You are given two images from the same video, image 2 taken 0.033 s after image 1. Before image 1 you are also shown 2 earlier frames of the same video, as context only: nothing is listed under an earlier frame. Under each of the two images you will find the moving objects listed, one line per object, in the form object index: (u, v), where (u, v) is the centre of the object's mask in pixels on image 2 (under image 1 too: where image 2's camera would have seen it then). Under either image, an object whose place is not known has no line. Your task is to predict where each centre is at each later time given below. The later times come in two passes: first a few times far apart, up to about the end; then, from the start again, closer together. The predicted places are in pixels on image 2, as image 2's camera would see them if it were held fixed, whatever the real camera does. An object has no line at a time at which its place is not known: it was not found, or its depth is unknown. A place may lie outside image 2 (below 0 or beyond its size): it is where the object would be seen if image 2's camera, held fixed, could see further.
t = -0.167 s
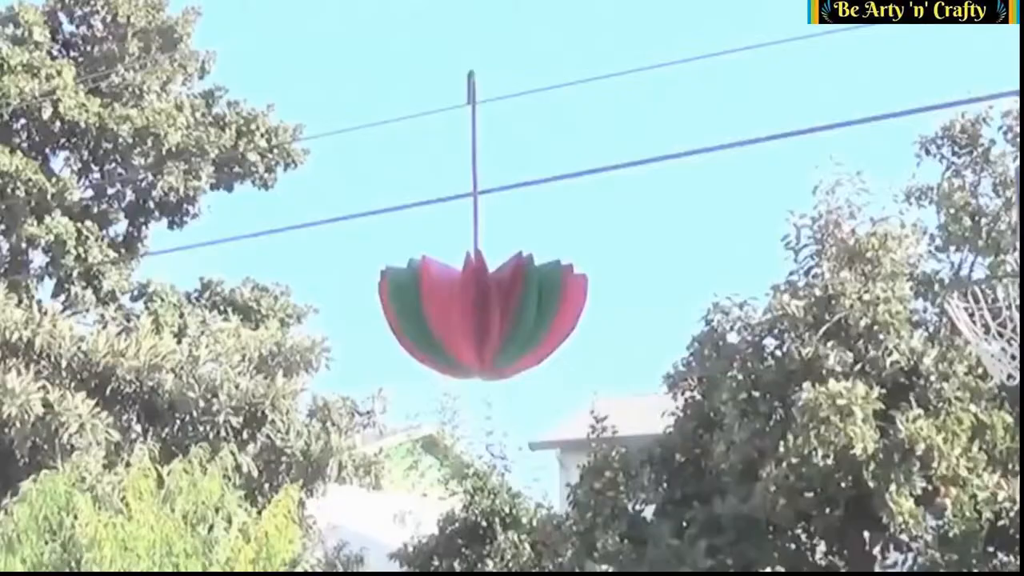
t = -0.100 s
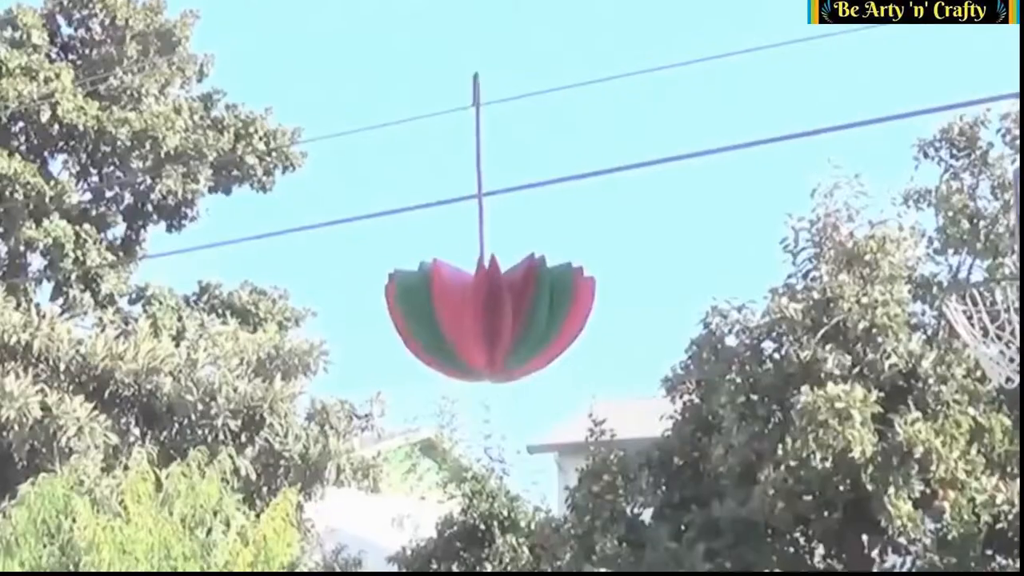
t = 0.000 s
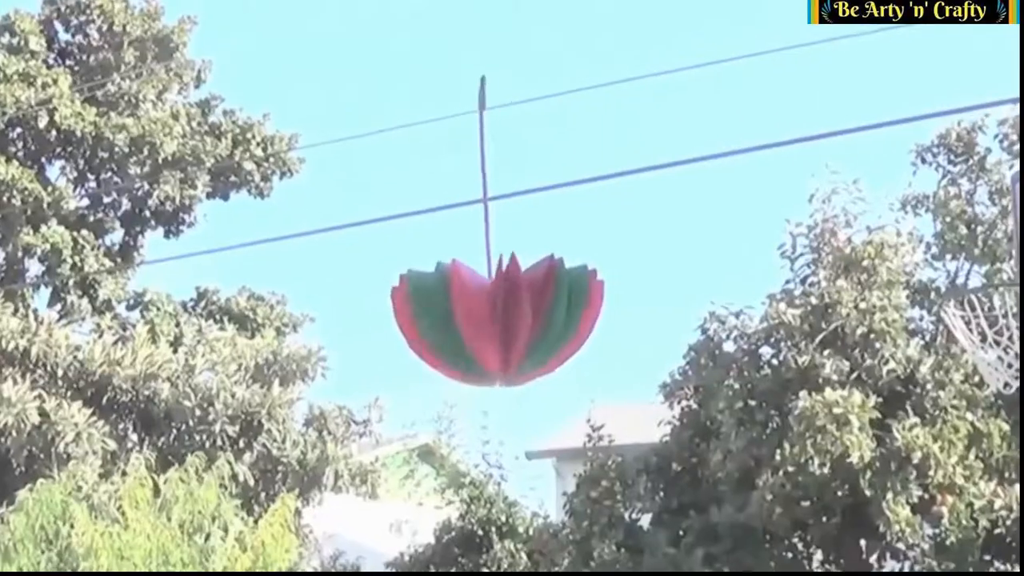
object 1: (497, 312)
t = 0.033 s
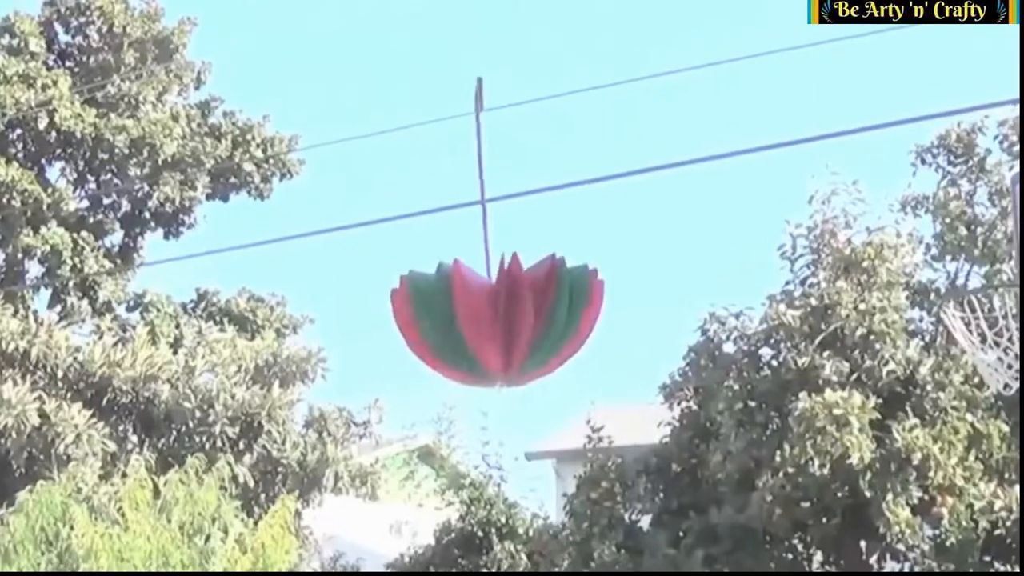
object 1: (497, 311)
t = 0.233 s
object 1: (472, 315)
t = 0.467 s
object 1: (457, 321)
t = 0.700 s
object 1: (487, 322)
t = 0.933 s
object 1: (478, 318)
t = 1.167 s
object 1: (457, 322)
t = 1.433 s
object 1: (484, 327)
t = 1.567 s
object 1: (492, 327)
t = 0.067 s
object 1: (496, 311)
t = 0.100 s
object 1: (492, 310)
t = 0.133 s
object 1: (489, 310)
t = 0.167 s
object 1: (485, 312)
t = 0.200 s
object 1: (482, 313)
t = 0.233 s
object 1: (472, 315)
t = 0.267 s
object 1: (467, 316)
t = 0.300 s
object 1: (464, 317)
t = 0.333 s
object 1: (460, 318)
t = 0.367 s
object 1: (456, 320)
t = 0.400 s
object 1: (456, 321)
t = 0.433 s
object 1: (456, 321)
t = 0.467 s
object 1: (457, 321)
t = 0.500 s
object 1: (462, 322)
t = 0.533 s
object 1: (466, 323)
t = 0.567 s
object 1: (469, 324)
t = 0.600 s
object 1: (474, 323)
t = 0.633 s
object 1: (482, 322)
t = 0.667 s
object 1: (484, 322)
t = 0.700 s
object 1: (487, 322)
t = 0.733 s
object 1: (489, 320)
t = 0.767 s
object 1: (491, 319)
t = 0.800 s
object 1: (491, 318)
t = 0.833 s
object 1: (490, 318)
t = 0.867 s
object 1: (487, 318)
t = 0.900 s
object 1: (484, 318)
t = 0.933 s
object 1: (478, 318)
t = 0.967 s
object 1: (473, 317)
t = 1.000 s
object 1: (470, 318)
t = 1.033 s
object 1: (465, 318)
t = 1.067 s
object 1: (460, 320)
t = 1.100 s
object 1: (458, 320)
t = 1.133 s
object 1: (457, 322)
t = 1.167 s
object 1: (457, 322)
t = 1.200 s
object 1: (459, 325)
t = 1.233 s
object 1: (460, 325)
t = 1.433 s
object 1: (484, 327)
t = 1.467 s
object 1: (490, 327)
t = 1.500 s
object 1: (491, 328)
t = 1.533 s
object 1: (492, 328)
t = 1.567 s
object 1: (492, 327)
